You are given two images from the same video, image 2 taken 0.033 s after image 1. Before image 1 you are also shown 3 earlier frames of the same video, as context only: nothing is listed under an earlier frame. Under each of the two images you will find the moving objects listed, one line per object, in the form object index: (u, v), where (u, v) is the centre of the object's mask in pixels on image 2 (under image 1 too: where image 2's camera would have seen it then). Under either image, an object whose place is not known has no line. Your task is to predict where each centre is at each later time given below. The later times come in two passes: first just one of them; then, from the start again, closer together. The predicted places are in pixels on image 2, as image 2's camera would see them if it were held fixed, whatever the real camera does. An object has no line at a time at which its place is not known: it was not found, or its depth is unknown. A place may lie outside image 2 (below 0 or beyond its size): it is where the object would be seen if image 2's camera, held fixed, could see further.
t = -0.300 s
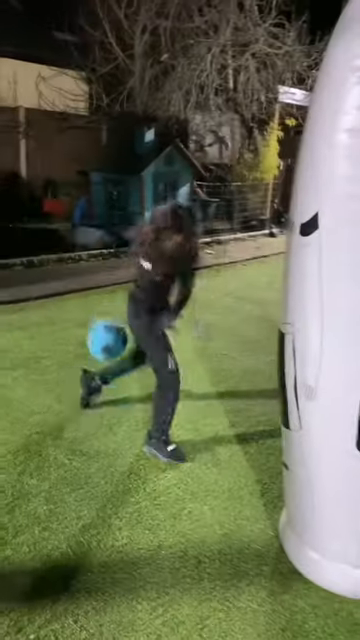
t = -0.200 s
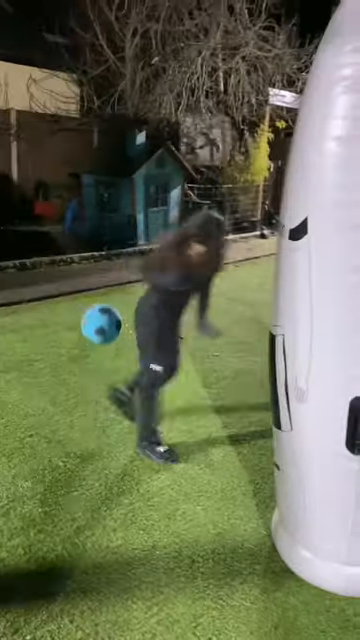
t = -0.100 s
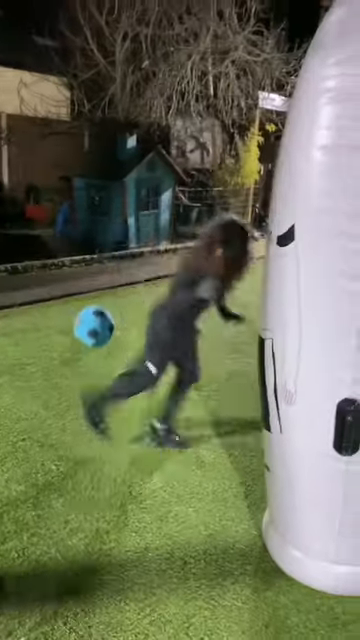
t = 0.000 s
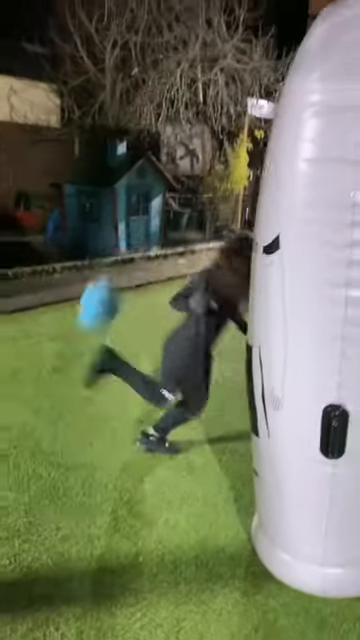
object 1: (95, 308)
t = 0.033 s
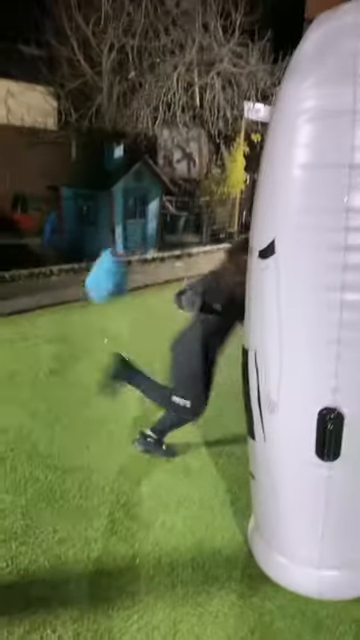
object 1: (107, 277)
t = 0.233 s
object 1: (200, 106)
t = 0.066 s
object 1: (123, 246)
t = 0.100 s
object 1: (133, 220)
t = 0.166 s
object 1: (166, 162)
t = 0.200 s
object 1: (184, 133)
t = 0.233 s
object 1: (200, 106)
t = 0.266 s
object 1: (217, 82)
